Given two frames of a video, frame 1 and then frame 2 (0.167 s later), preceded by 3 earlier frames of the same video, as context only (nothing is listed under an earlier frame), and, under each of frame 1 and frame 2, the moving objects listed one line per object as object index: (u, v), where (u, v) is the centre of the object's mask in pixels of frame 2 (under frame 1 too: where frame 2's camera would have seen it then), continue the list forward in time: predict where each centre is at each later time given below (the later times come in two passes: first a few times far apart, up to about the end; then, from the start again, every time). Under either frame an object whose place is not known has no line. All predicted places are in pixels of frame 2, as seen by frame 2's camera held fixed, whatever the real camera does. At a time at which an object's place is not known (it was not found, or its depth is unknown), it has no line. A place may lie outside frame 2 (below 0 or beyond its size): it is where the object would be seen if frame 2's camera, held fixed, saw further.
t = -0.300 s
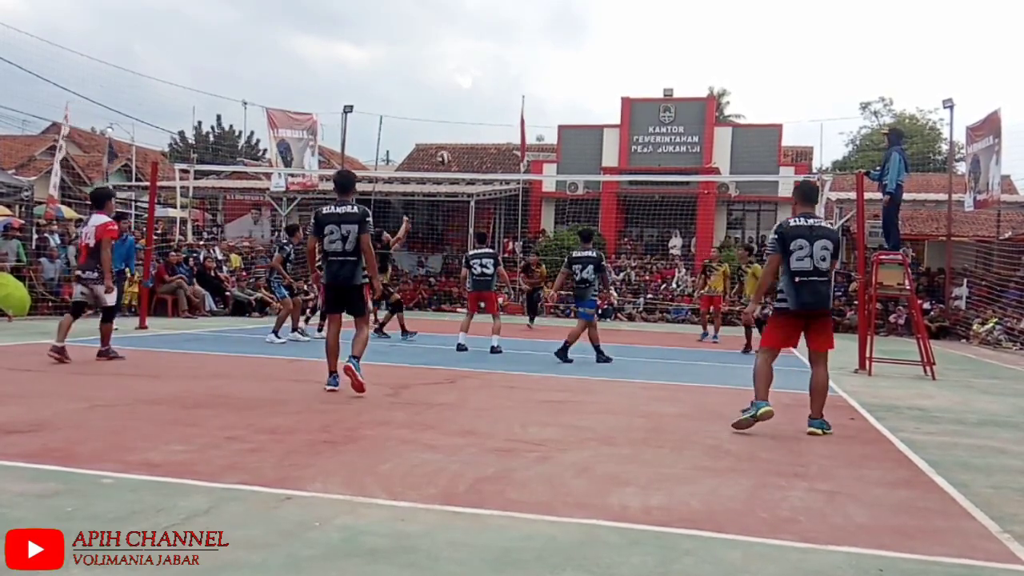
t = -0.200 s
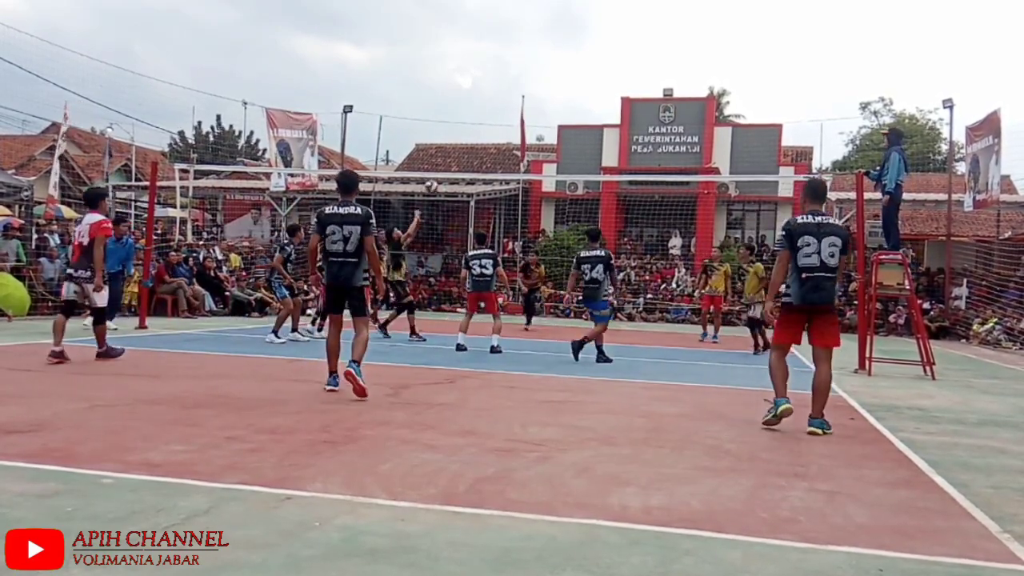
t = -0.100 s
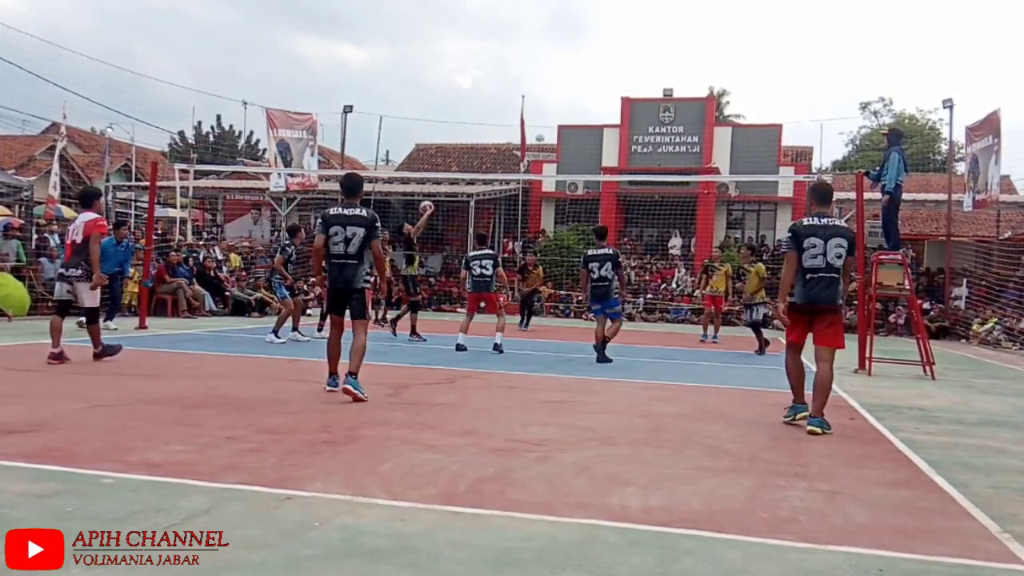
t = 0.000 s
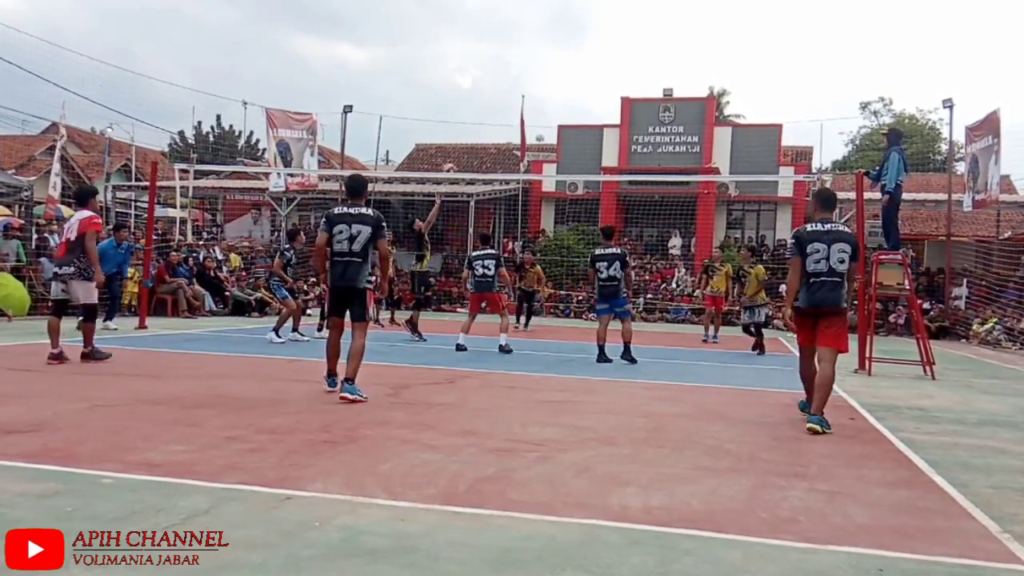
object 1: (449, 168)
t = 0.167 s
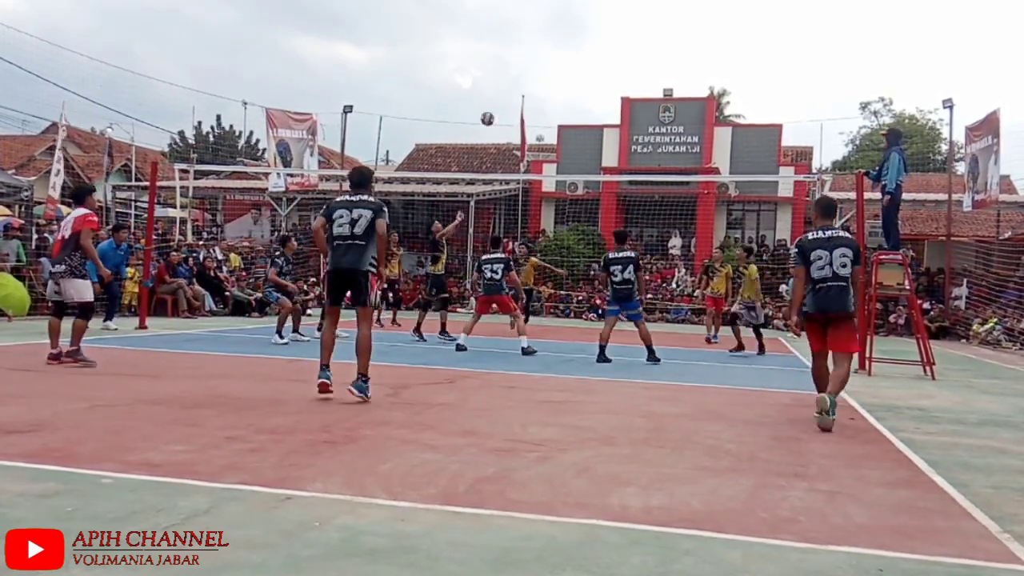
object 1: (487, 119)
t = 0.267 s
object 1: (510, 97)
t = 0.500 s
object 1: (562, 70)
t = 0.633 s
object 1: (591, 72)
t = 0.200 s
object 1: (495, 110)
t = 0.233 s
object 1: (502, 103)
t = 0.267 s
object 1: (510, 97)
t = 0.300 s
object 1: (518, 91)
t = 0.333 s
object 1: (525, 86)
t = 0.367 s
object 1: (532, 81)
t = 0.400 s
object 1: (540, 77)
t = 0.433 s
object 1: (547, 74)
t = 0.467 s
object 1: (555, 72)
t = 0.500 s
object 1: (562, 70)
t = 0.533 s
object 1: (570, 70)
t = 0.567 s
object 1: (577, 70)
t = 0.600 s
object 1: (584, 70)
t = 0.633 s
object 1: (591, 72)
